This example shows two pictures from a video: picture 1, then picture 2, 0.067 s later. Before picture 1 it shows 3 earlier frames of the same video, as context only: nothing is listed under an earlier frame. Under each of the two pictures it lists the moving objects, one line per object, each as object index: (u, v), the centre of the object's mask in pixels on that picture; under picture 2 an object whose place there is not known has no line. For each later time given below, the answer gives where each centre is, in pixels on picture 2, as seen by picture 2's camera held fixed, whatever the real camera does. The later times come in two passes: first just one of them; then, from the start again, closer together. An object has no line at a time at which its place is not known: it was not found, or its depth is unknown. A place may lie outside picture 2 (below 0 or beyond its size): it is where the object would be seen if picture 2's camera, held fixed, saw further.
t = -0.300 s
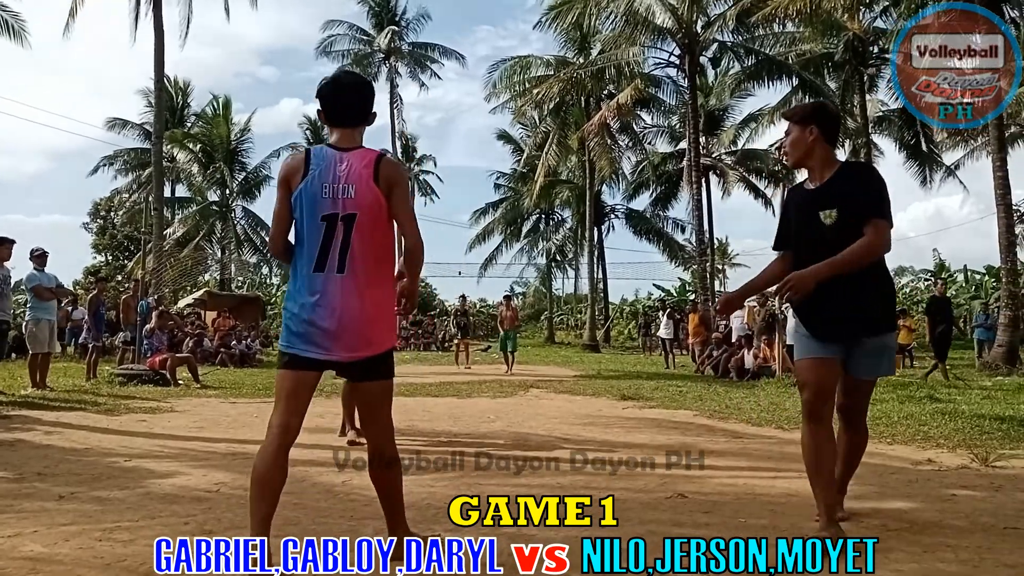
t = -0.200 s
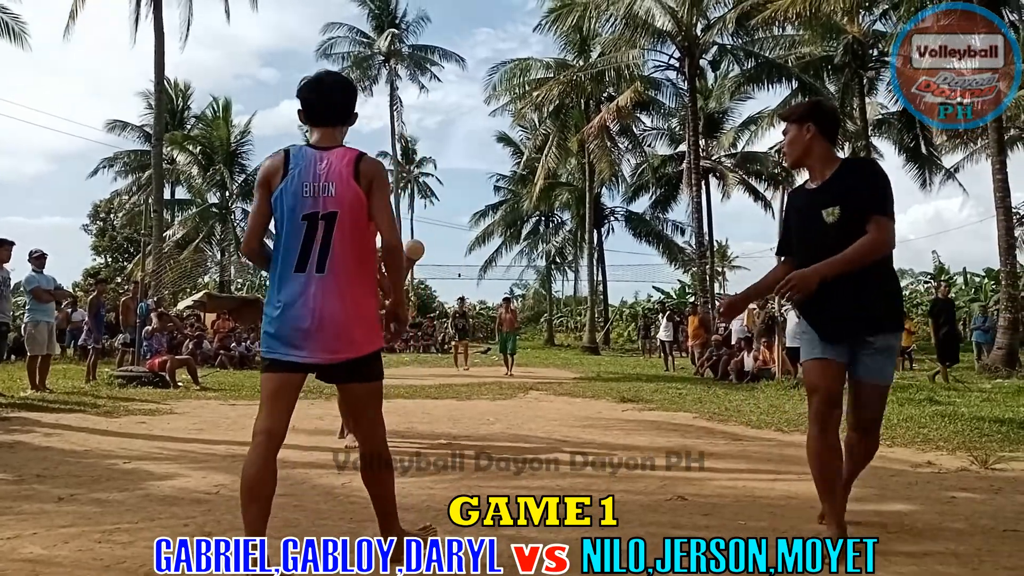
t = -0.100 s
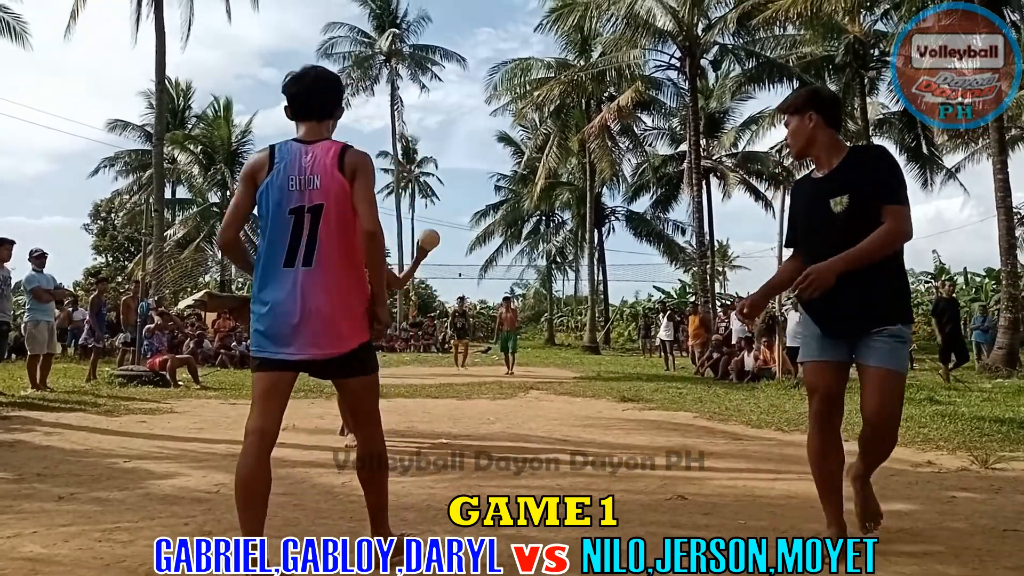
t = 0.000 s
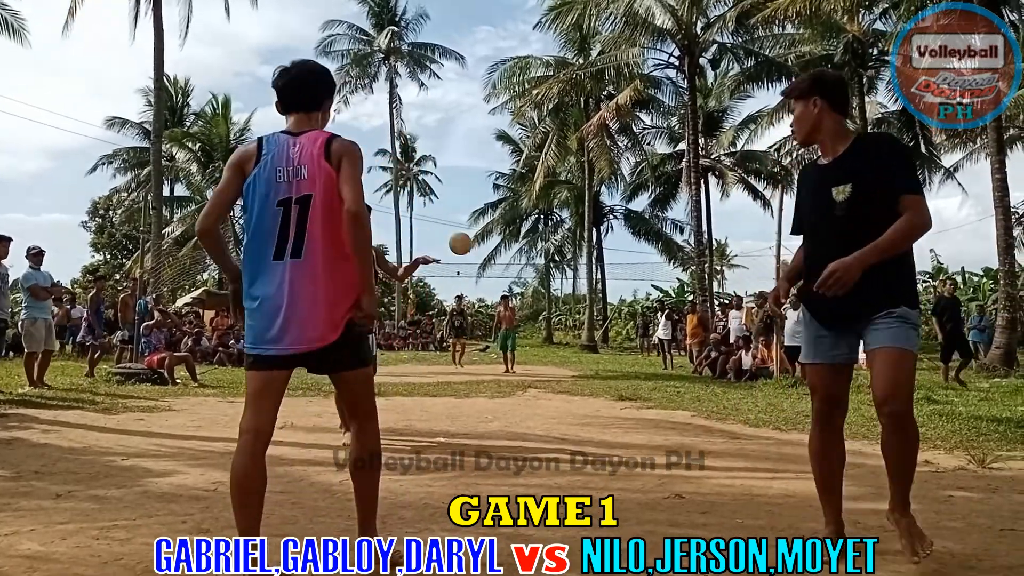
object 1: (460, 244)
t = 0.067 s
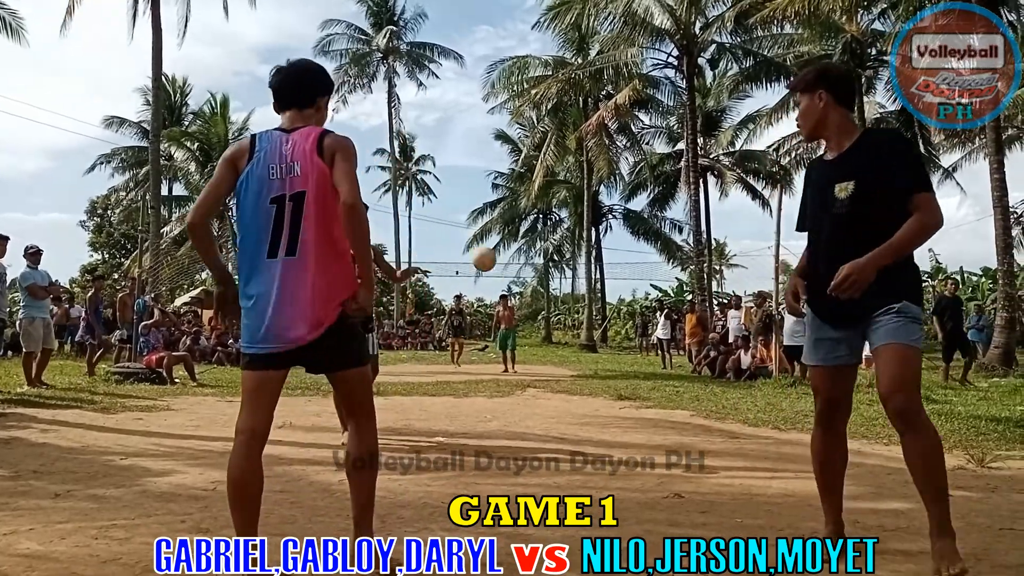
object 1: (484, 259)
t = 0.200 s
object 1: (547, 326)
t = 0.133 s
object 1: (513, 286)
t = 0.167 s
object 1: (529, 304)
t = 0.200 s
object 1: (547, 326)
